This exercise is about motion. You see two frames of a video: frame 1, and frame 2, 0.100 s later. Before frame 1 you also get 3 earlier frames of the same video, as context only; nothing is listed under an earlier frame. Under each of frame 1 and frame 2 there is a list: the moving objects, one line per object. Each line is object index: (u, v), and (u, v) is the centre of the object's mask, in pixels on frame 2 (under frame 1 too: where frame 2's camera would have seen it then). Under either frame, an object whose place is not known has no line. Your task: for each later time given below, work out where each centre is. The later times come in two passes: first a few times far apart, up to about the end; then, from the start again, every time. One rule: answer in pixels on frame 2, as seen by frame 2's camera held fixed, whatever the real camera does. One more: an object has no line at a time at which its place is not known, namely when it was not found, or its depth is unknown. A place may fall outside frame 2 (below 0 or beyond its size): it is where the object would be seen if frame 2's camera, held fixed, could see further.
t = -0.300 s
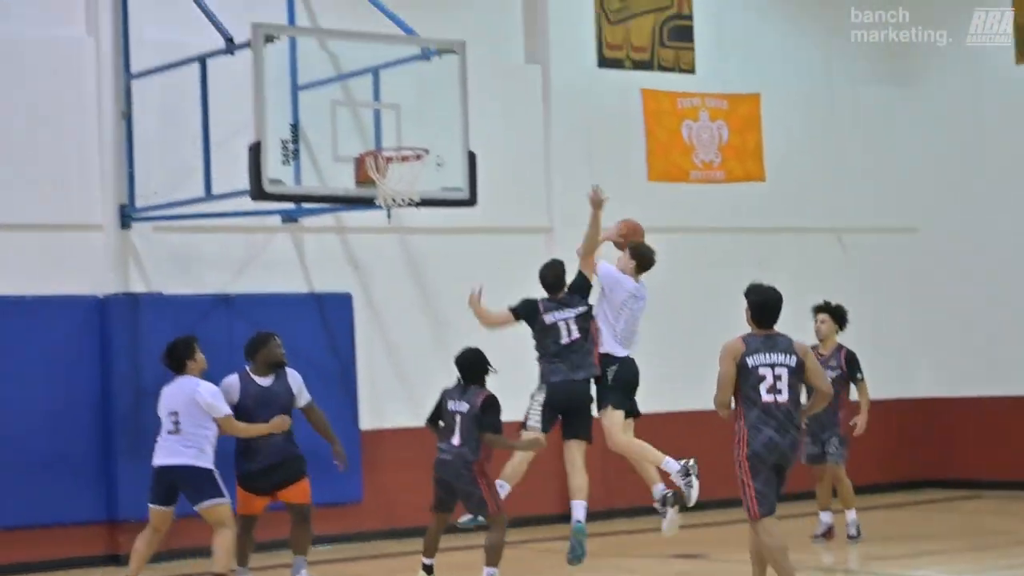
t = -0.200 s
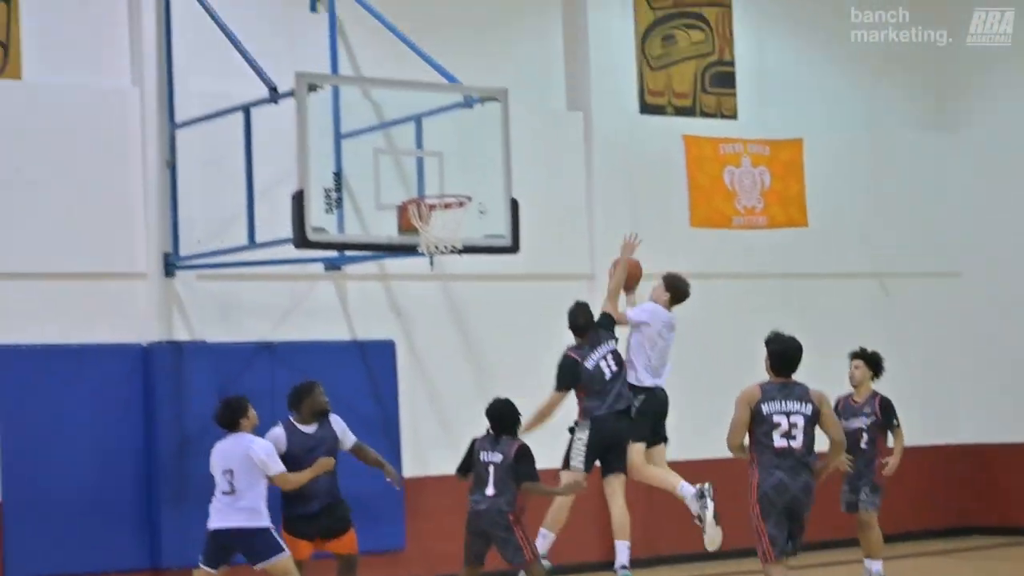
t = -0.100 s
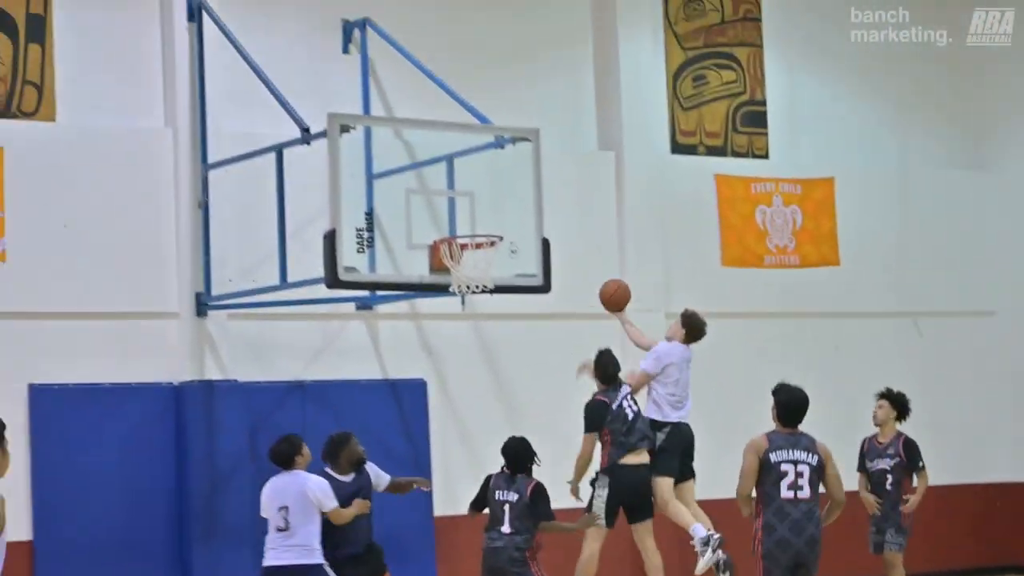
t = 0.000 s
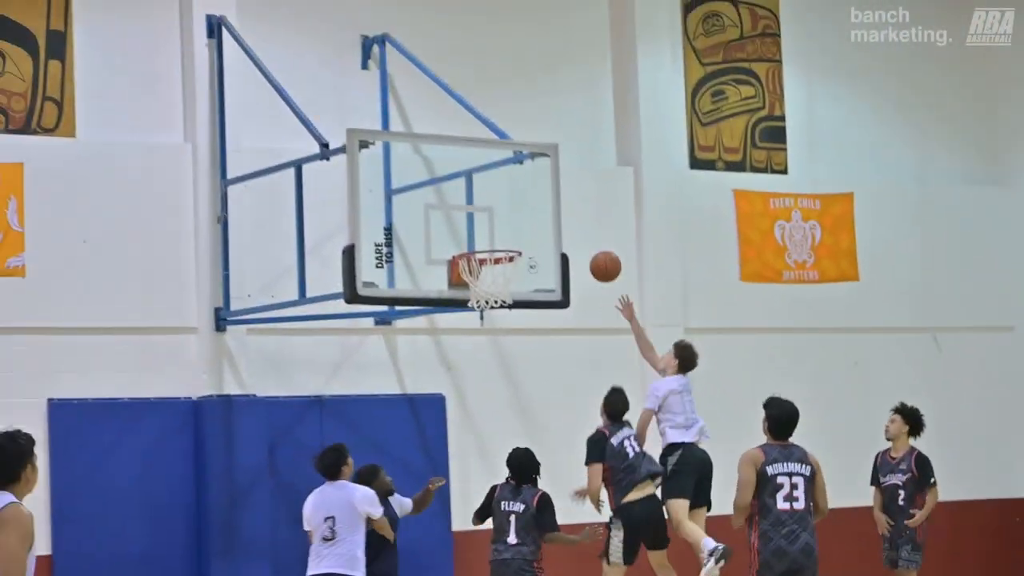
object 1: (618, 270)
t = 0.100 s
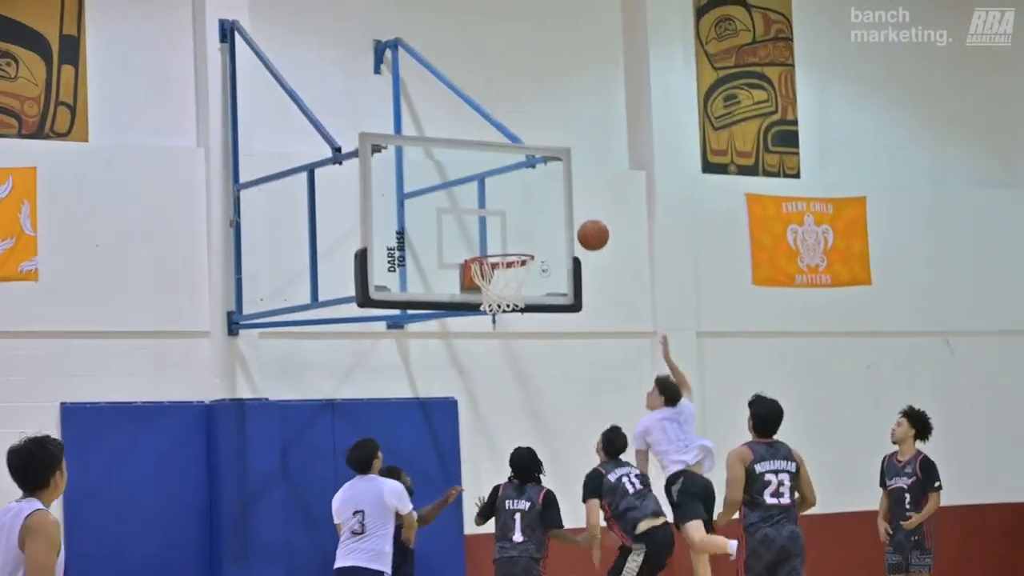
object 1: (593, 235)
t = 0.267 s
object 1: (554, 205)
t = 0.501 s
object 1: (509, 215)
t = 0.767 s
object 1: (500, 270)
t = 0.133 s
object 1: (585, 226)
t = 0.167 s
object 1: (577, 218)
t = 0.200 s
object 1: (569, 212)
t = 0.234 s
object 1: (561, 208)
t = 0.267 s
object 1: (554, 205)
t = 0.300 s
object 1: (546, 203)
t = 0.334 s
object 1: (538, 203)
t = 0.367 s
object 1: (531, 204)
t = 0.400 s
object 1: (524, 207)
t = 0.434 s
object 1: (516, 211)
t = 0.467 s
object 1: (511, 215)
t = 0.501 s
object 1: (509, 215)
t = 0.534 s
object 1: (508, 217)
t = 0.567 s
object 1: (506, 220)
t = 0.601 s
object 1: (505, 225)
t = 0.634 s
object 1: (503, 231)
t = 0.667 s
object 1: (502, 238)
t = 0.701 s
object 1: (501, 245)
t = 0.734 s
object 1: (500, 255)
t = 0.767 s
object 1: (500, 270)
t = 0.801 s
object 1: (497, 283)
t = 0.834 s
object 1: (496, 298)
